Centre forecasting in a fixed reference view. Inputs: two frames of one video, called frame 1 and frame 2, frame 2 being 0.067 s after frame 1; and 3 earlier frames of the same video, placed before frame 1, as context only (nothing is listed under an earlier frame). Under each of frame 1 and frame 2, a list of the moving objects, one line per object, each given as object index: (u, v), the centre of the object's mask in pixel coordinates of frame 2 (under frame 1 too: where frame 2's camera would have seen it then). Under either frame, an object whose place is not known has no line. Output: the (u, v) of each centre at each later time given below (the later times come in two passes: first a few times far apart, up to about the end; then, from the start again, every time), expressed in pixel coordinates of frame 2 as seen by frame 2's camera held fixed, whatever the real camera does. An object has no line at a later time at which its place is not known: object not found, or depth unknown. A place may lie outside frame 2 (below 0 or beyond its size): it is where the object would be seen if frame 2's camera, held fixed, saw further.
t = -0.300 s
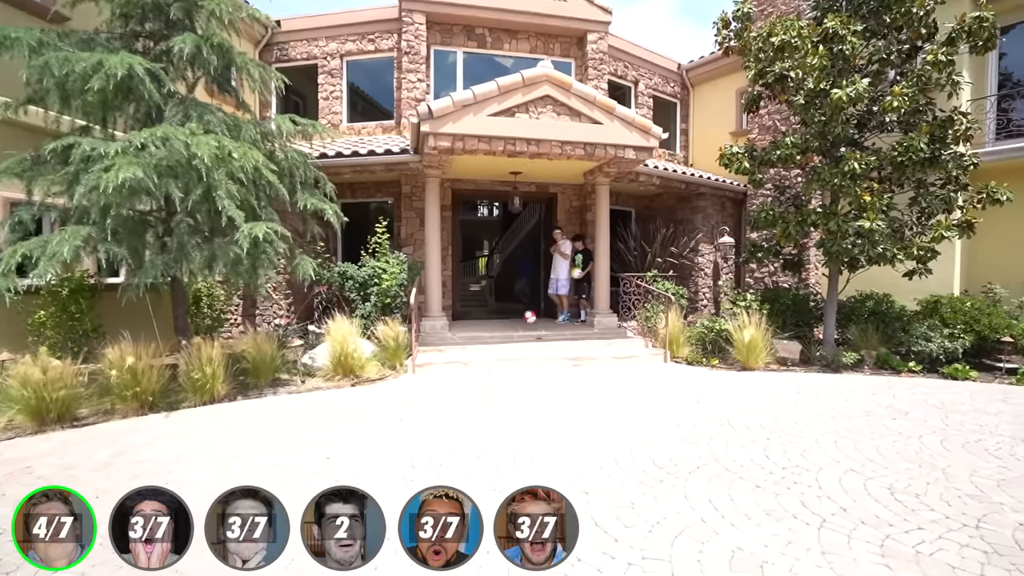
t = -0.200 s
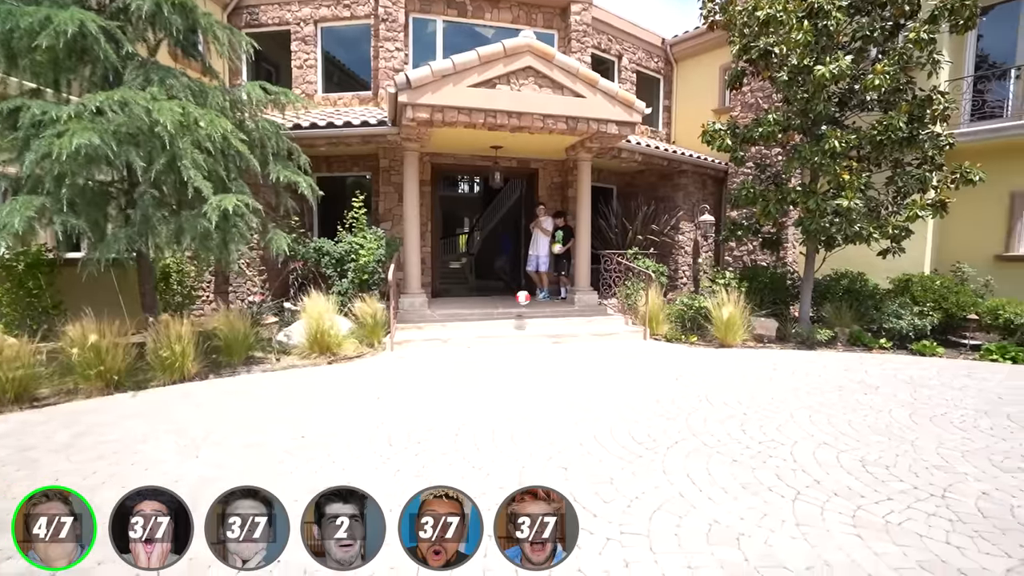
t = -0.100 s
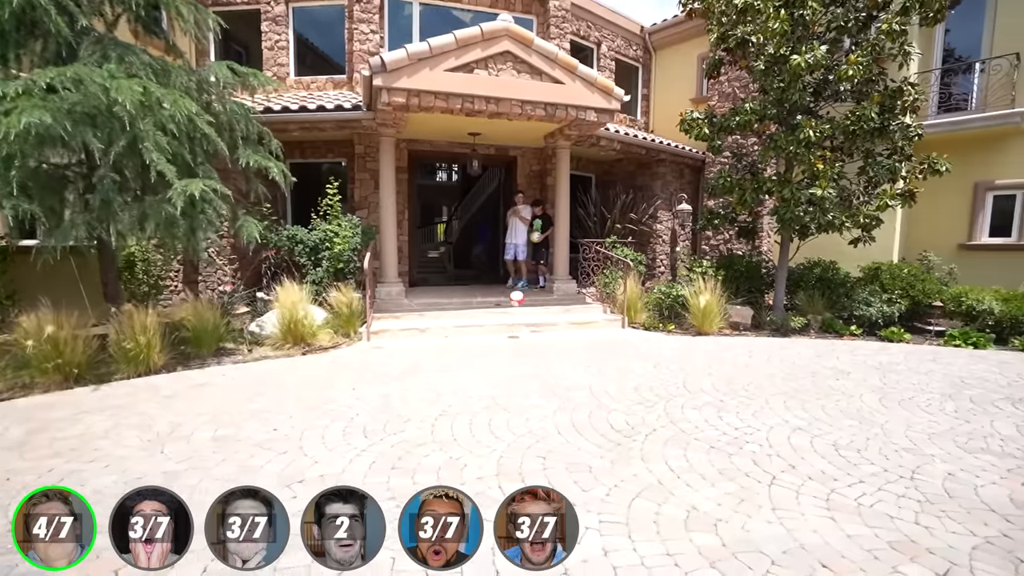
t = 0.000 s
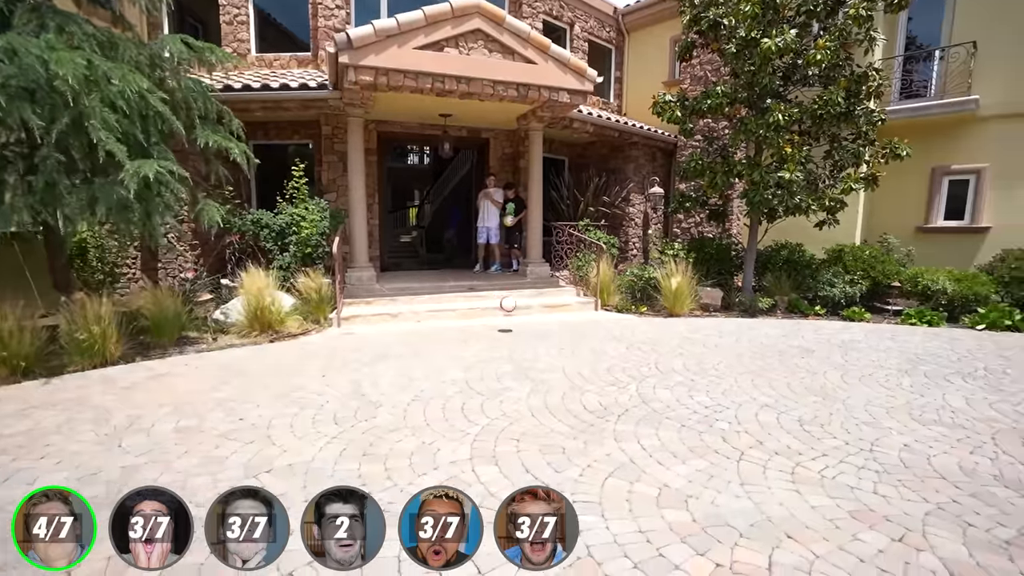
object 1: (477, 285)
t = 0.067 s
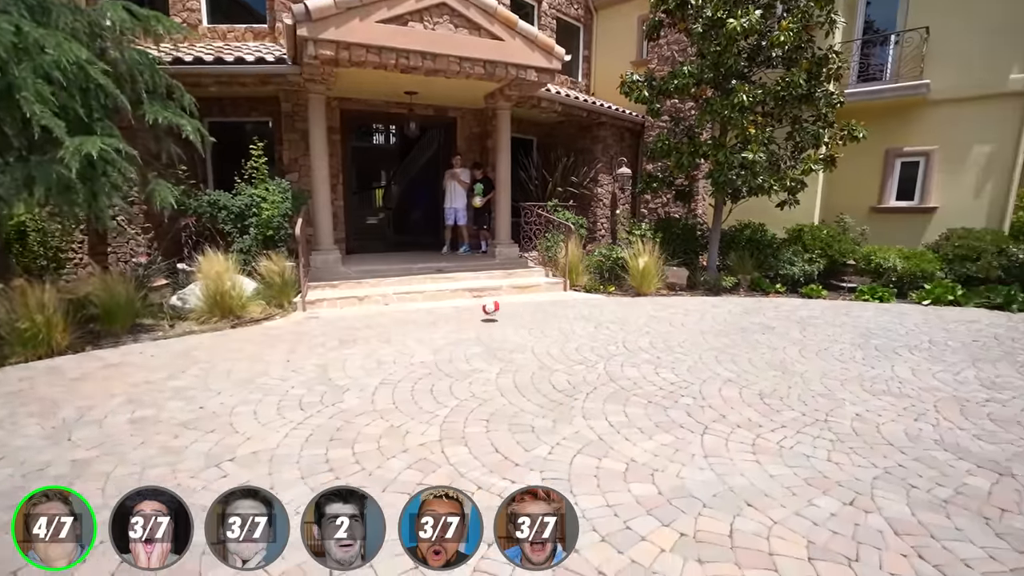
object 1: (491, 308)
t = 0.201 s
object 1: (526, 307)
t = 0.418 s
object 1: (613, 324)
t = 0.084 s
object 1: (495, 314)
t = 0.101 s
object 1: (498, 317)
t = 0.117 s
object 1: (503, 314)
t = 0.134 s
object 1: (507, 313)
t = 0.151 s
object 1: (511, 311)
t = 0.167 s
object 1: (516, 309)
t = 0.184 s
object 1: (521, 308)
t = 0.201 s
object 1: (526, 307)
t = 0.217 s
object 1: (530, 307)
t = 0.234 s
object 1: (536, 306)
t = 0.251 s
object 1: (542, 306)
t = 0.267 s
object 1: (548, 306)
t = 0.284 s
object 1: (553, 306)
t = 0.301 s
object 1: (560, 307)
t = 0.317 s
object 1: (566, 307)
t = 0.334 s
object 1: (574, 310)
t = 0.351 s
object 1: (581, 311)
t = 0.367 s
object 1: (588, 313)
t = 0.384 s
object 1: (596, 317)
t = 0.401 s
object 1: (605, 320)
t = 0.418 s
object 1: (613, 324)
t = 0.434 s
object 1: (623, 328)
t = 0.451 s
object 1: (632, 333)
